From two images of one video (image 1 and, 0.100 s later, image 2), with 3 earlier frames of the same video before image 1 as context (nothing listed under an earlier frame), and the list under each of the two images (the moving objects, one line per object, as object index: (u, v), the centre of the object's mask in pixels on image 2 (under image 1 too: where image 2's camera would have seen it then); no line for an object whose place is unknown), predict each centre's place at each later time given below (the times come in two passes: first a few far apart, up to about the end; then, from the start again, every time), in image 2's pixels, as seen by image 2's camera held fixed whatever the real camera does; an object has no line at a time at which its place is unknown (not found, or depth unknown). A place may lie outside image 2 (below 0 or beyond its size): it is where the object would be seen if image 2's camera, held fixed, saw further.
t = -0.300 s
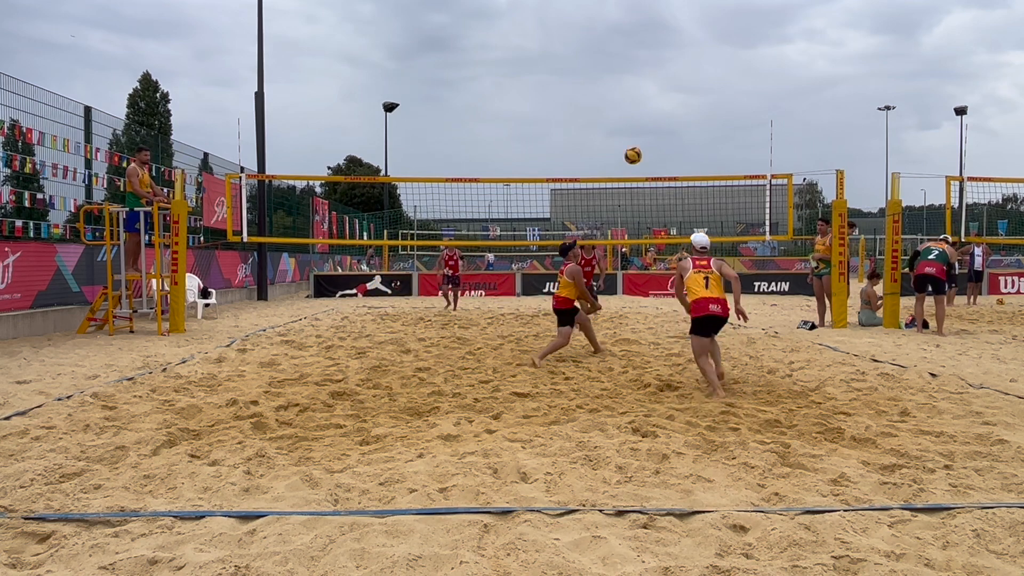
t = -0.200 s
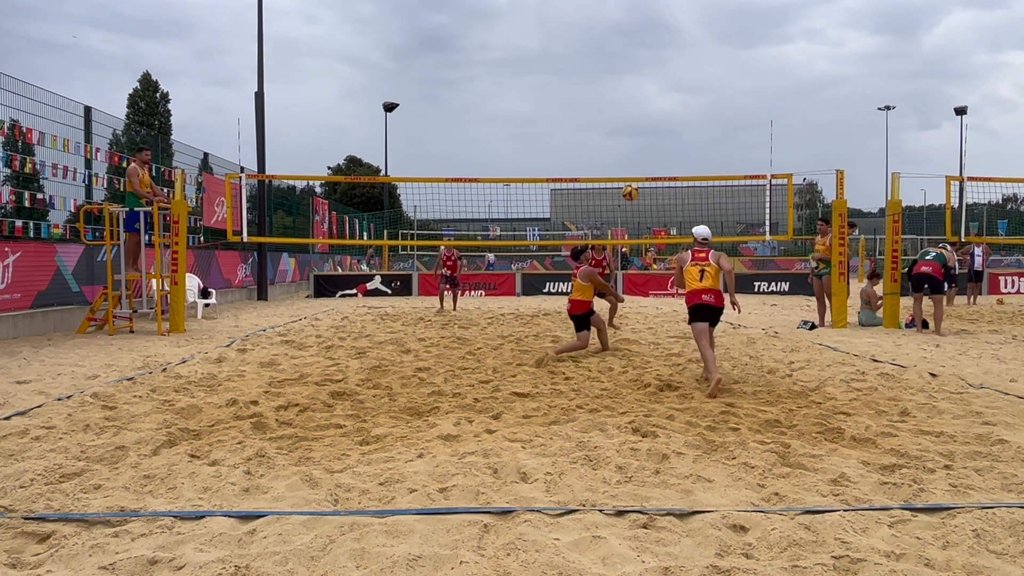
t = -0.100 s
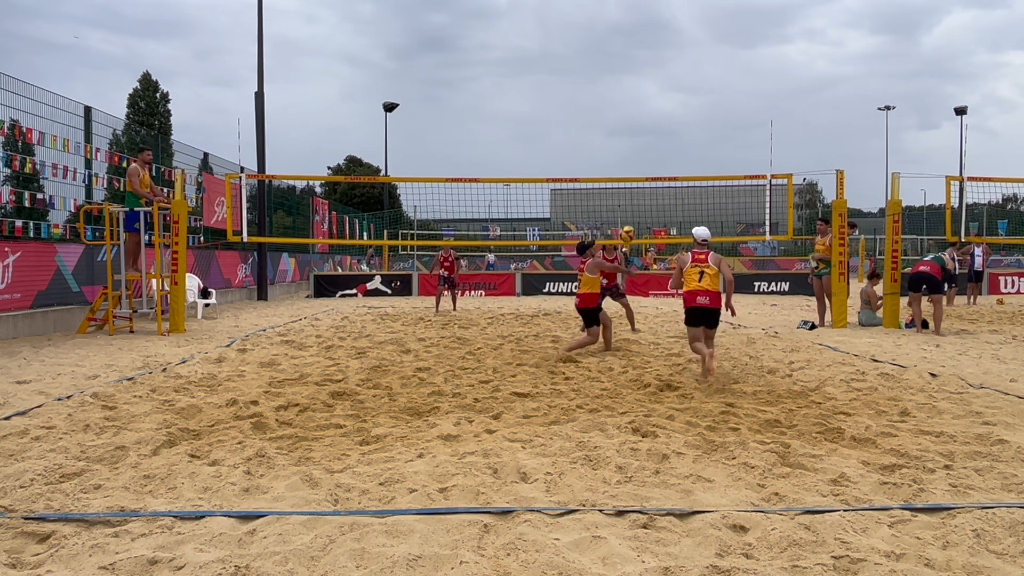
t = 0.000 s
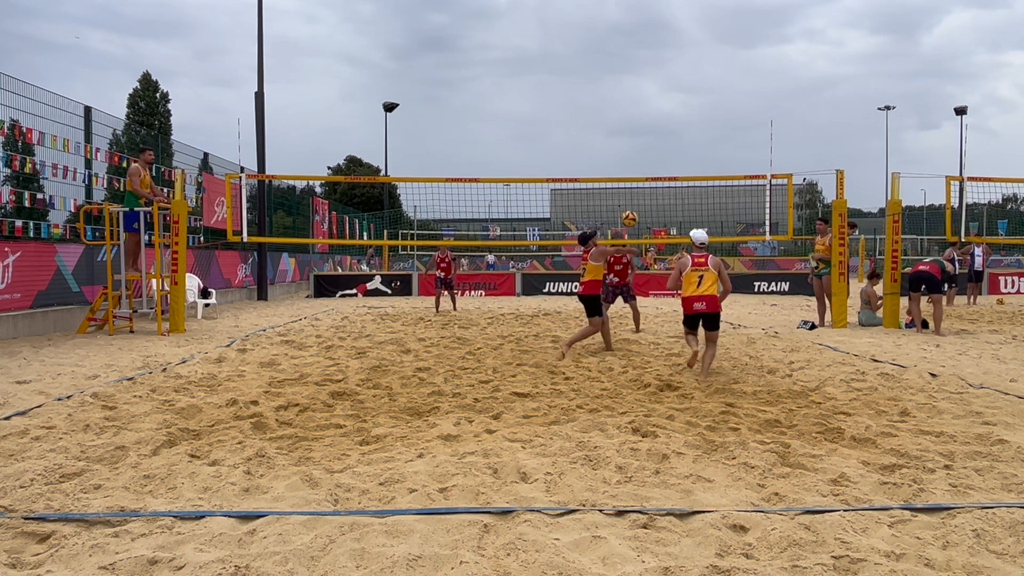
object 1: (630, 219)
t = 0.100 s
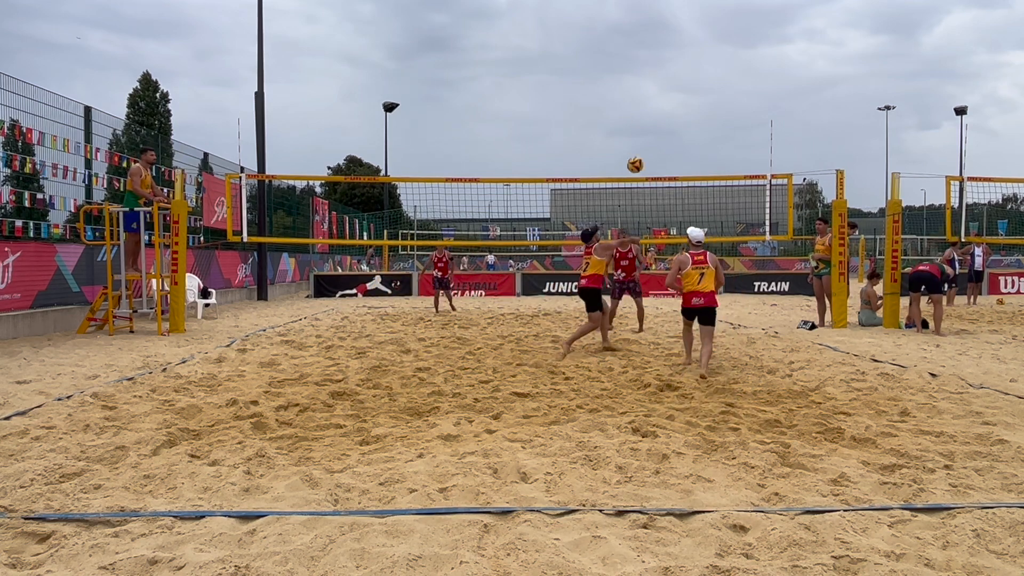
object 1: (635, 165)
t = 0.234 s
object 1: (642, 104)
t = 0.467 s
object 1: (654, 32)
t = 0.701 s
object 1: (666, 5)
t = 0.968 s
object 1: (677, 18)
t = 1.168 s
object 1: (685, 65)
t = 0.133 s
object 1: (637, 148)
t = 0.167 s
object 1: (639, 133)
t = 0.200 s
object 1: (641, 118)
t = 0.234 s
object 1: (642, 104)
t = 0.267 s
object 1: (644, 91)
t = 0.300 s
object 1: (646, 79)
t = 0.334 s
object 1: (647, 68)
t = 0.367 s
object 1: (649, 58)
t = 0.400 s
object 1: (651, 48)
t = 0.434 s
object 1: (653, 40)
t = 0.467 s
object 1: (654, 32)
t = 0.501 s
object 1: (656, 25)
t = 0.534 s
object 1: (657, 19)
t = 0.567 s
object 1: (659, 14)
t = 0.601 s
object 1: (661, 9)
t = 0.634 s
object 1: (663, 7)
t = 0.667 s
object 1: (664, 5)
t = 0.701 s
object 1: (666, 5)
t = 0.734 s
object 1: (667, 4)
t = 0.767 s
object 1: (668, 4)
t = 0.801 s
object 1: (670, 4)
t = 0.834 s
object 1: (672, 5)
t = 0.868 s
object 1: (673, 6)
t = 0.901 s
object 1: (675, 8)
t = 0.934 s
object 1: (676, 13)
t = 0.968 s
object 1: (677, 18)
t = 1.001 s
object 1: (679, 23)
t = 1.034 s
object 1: (680, 30)
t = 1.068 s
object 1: (681, 38)
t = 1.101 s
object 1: (682, 46)
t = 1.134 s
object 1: (684, 55)
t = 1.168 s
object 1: (685, 65)
